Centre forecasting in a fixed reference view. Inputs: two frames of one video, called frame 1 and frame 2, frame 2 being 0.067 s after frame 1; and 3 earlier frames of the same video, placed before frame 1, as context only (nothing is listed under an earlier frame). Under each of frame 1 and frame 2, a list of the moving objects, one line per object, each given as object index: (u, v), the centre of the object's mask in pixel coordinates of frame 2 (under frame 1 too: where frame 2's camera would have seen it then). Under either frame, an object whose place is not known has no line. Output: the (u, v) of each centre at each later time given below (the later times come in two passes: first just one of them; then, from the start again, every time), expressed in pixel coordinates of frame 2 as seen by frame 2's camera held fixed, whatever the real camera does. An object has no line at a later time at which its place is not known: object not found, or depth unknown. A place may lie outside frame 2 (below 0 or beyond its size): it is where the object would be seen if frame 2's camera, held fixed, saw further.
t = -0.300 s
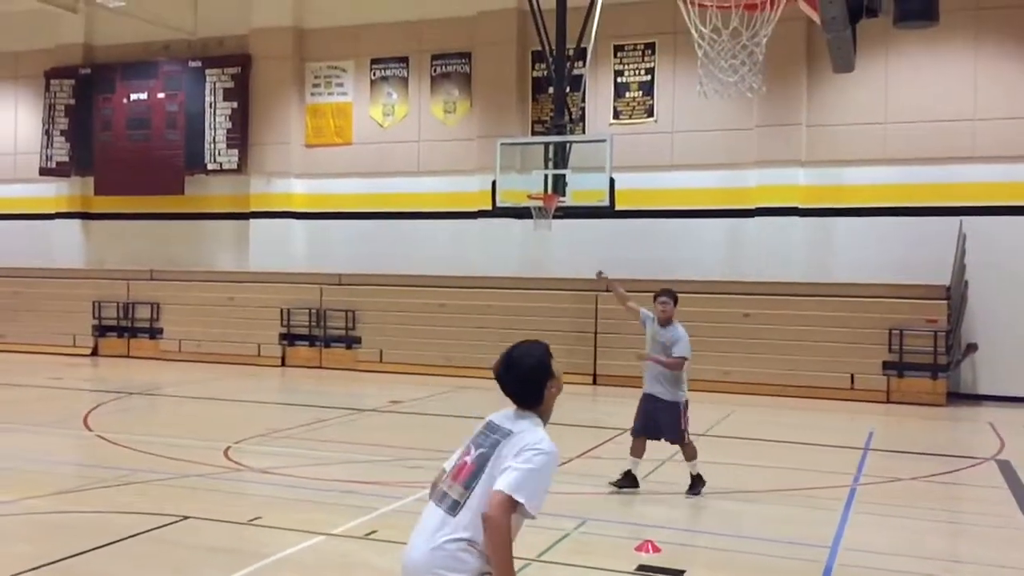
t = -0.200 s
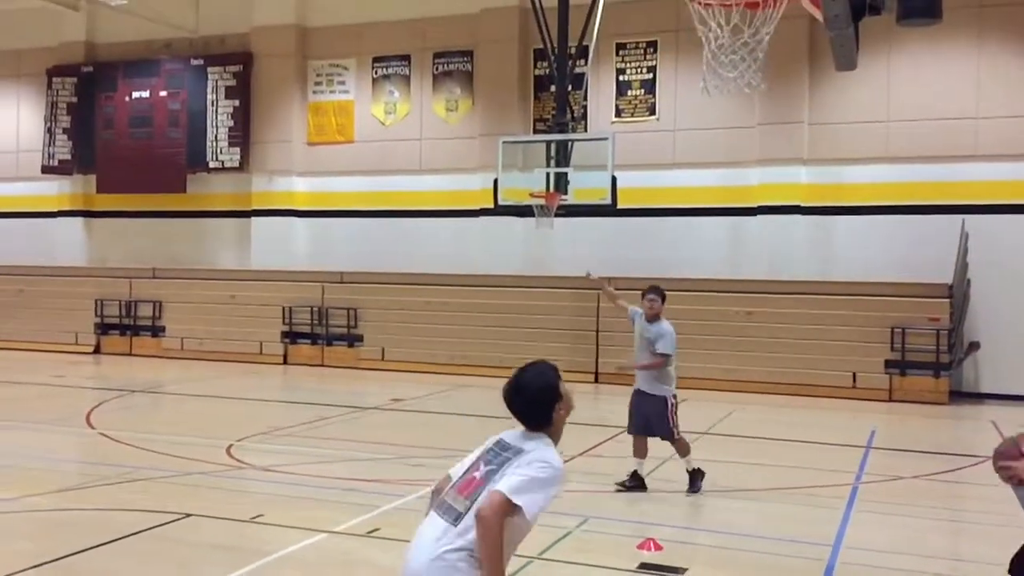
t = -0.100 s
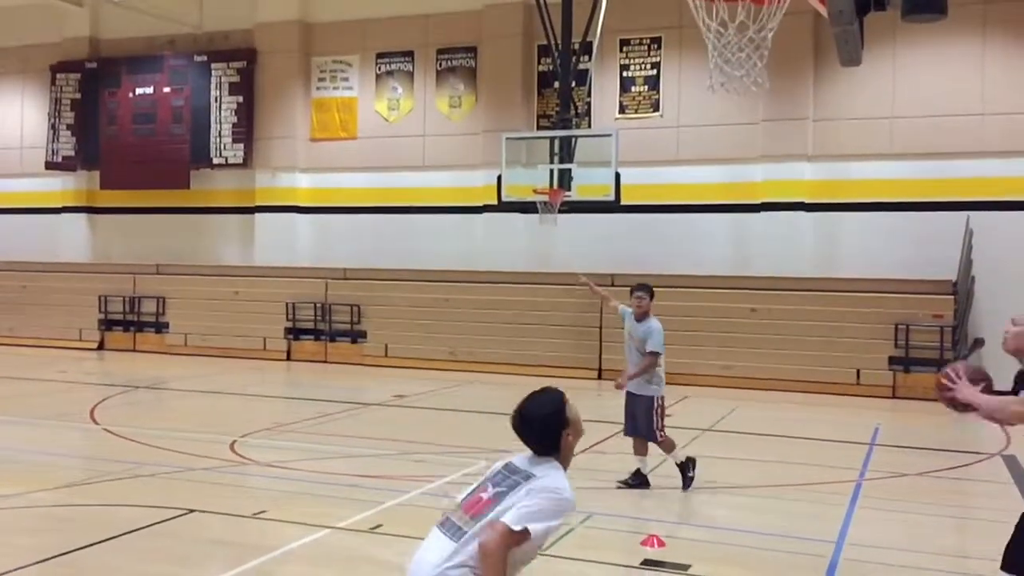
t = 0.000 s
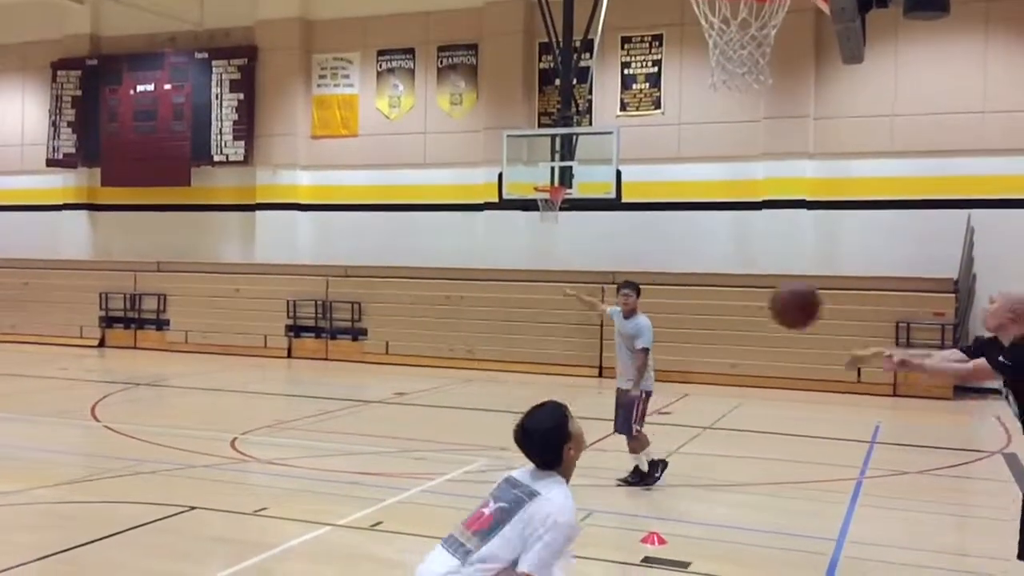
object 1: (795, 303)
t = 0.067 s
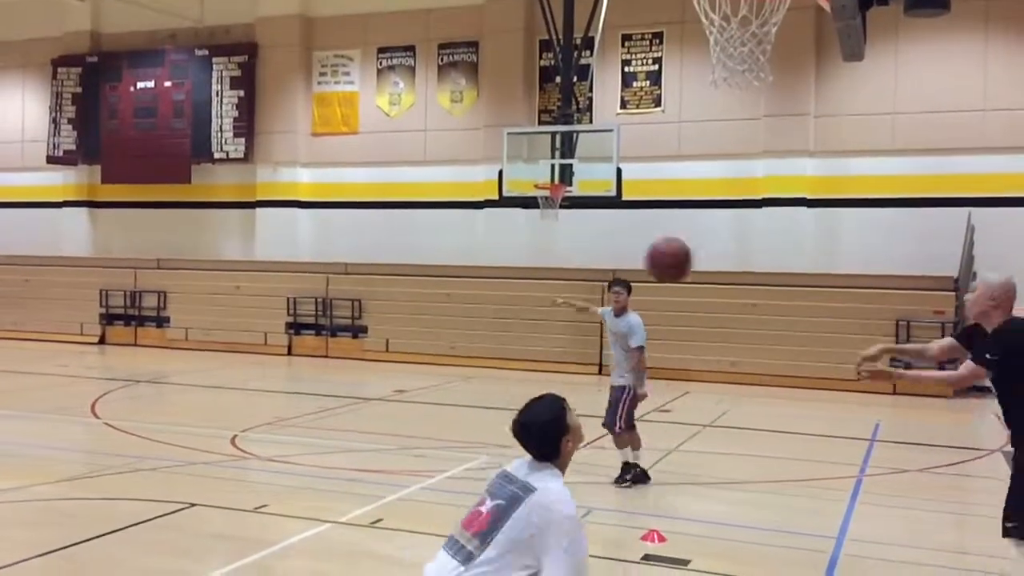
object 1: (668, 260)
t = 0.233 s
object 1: (400, 197)
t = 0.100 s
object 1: (610, 242)
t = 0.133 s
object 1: (553, 228)
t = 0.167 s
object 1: (498, 216)
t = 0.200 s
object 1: (452, 206)
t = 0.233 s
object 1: (400, 197)
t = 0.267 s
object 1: (351, 191)
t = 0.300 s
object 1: (303, 187)
